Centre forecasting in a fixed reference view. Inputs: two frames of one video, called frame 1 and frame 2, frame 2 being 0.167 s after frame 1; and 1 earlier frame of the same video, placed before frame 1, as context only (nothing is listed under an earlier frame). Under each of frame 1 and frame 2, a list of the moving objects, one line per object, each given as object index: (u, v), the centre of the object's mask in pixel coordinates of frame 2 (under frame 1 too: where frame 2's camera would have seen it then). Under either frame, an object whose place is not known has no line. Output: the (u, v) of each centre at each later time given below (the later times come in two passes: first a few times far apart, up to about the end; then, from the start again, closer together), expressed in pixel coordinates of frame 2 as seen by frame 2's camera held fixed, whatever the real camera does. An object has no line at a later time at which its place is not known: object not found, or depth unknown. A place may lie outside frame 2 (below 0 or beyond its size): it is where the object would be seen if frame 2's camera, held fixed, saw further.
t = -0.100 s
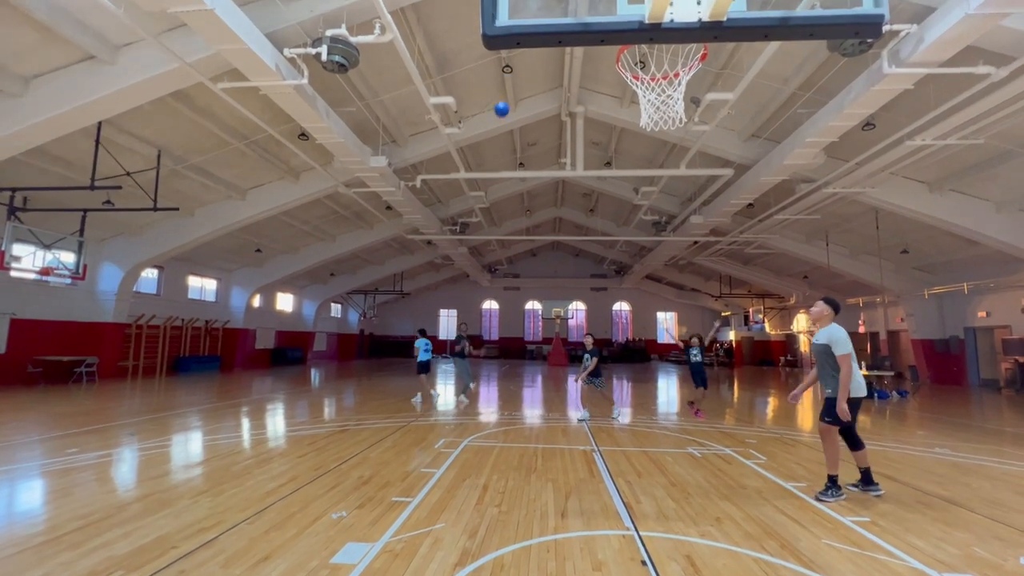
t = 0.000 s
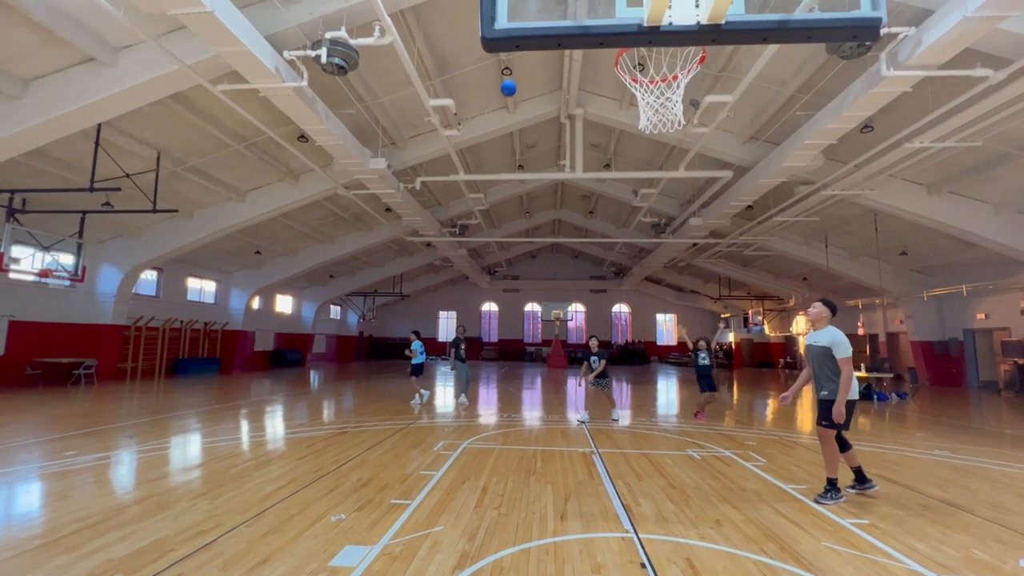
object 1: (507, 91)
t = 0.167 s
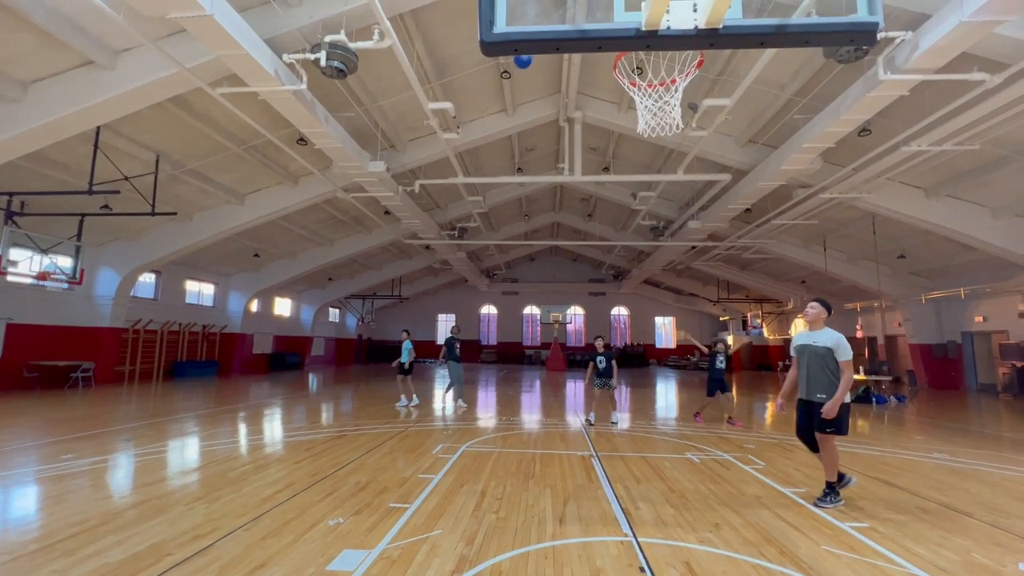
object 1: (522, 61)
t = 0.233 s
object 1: (531, 56)
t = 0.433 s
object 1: (563, 20)
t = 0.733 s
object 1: (666, 64)
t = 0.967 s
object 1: (640, 100)
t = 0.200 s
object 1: (527, 58)
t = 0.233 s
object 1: (531, 56)
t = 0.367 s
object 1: (551, 22)
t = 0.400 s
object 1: (556, 21)
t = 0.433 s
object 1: (563, 20)
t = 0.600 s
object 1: (605, 56)
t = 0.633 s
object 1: (619, 59)
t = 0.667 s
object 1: (635, 65)
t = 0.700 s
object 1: (649, 66)
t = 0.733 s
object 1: (666, 64)
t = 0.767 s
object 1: (665, 68)
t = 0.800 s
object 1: (655, 84)
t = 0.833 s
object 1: (648, 101)
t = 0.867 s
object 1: (642, 105)
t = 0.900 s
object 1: (641, 104)
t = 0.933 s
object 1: (639, 102)
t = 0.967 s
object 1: (640, 100)
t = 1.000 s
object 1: (640, 100)
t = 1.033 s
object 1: (640, 101)
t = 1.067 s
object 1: (641, 102)
